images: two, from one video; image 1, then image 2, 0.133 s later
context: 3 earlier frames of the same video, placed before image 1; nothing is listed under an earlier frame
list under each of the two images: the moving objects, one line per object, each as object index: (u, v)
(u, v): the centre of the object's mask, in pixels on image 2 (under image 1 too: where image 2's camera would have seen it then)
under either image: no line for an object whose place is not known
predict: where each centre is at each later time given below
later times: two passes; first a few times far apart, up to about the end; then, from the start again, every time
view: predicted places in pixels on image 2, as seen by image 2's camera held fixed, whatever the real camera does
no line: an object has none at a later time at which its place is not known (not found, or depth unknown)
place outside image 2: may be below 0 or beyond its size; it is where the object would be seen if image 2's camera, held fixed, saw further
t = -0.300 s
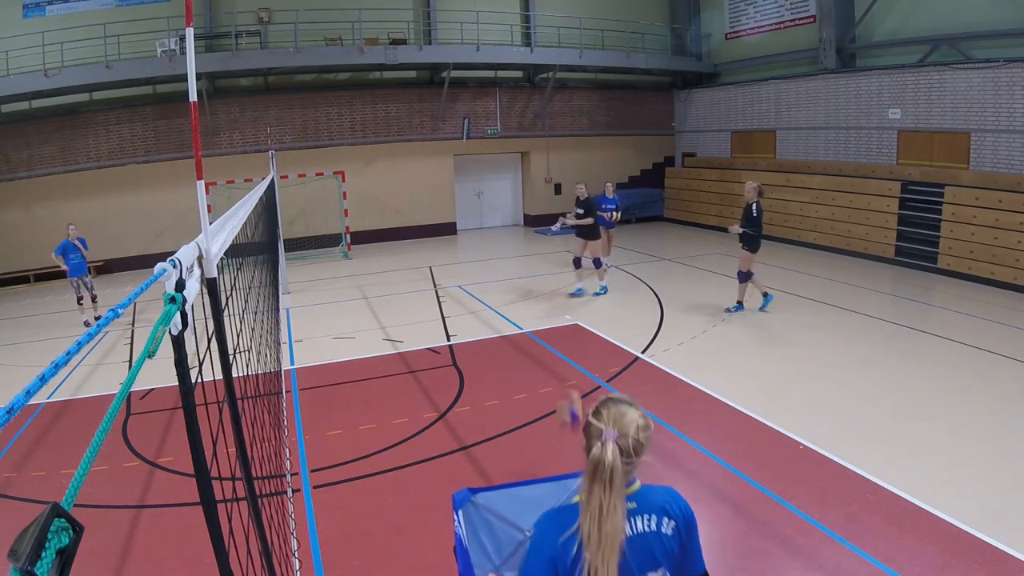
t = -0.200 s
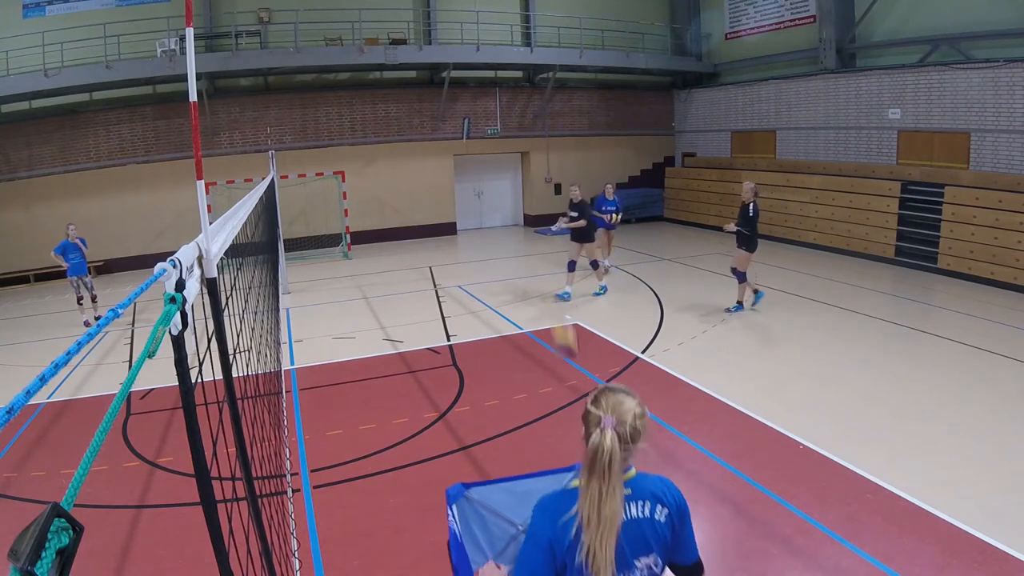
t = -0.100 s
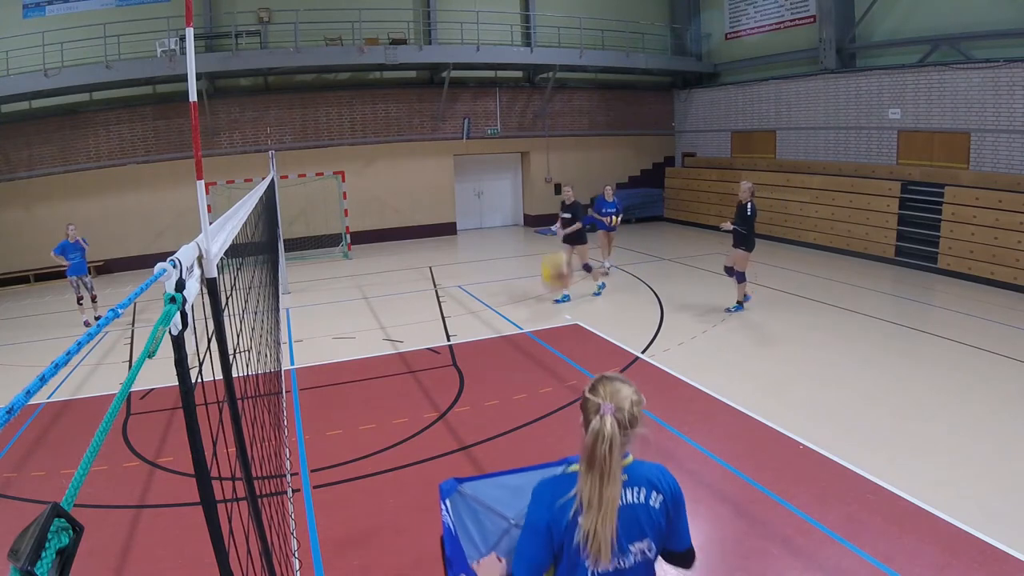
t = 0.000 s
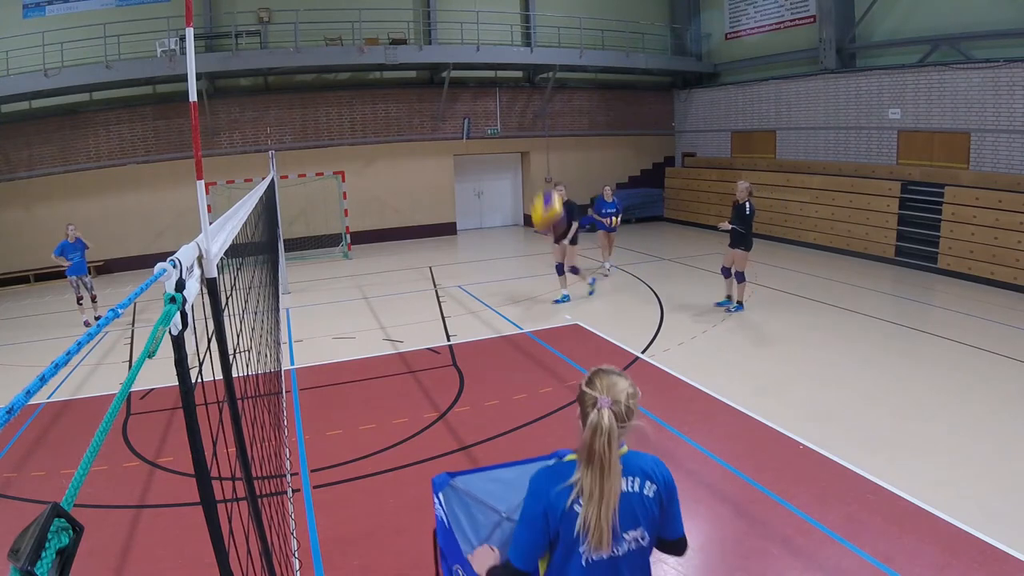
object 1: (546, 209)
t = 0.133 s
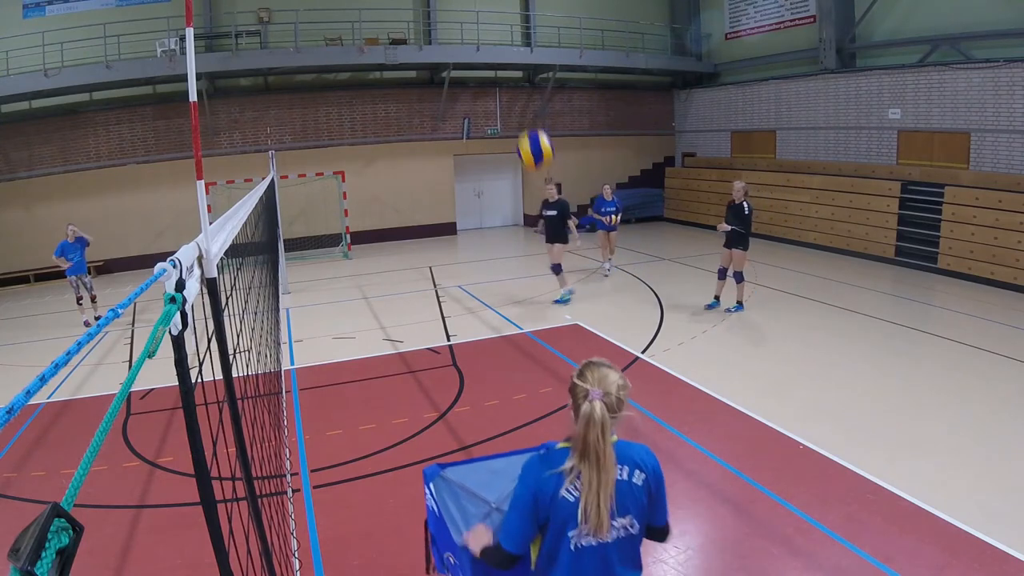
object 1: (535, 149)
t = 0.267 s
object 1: (521, 114)
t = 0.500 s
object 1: (496, 126)
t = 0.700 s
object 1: (475, 234)
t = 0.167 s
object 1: (532, 138)
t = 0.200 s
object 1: (529, 129)
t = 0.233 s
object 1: (526, 120)
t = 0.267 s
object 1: (521, 114)
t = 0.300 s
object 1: (518, 110)
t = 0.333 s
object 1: (514, 108)
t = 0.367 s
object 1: (510, 108)
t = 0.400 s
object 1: (507, 109)
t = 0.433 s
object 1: (502, 113)
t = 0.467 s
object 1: (499, 118)
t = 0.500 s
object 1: (496, 126)
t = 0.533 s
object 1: (492, 138)
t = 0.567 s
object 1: (488, 152)
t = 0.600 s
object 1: (484, 167)
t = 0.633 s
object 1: (481, 187)
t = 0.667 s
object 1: (477, 210)
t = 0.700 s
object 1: (475, 234)
